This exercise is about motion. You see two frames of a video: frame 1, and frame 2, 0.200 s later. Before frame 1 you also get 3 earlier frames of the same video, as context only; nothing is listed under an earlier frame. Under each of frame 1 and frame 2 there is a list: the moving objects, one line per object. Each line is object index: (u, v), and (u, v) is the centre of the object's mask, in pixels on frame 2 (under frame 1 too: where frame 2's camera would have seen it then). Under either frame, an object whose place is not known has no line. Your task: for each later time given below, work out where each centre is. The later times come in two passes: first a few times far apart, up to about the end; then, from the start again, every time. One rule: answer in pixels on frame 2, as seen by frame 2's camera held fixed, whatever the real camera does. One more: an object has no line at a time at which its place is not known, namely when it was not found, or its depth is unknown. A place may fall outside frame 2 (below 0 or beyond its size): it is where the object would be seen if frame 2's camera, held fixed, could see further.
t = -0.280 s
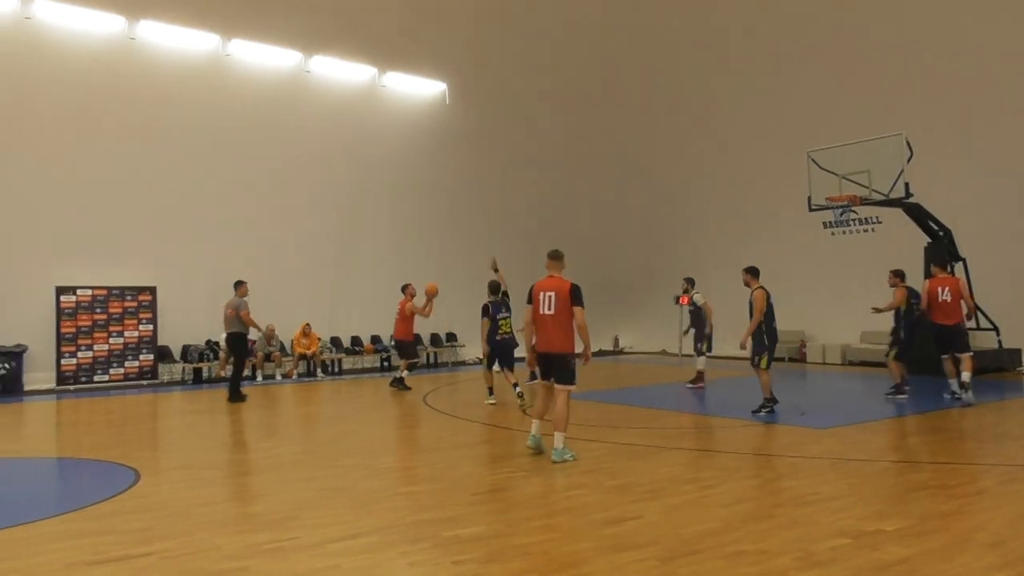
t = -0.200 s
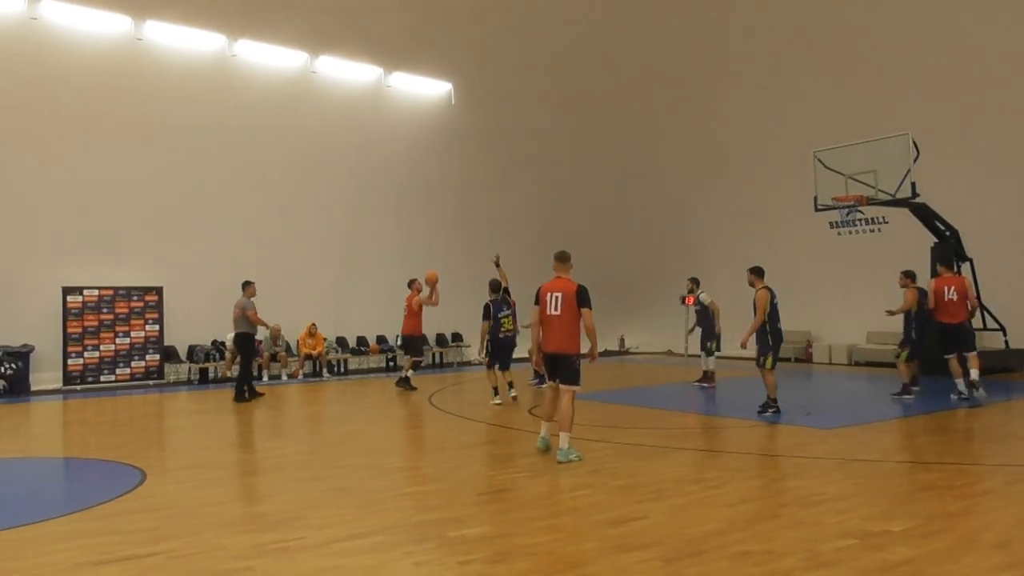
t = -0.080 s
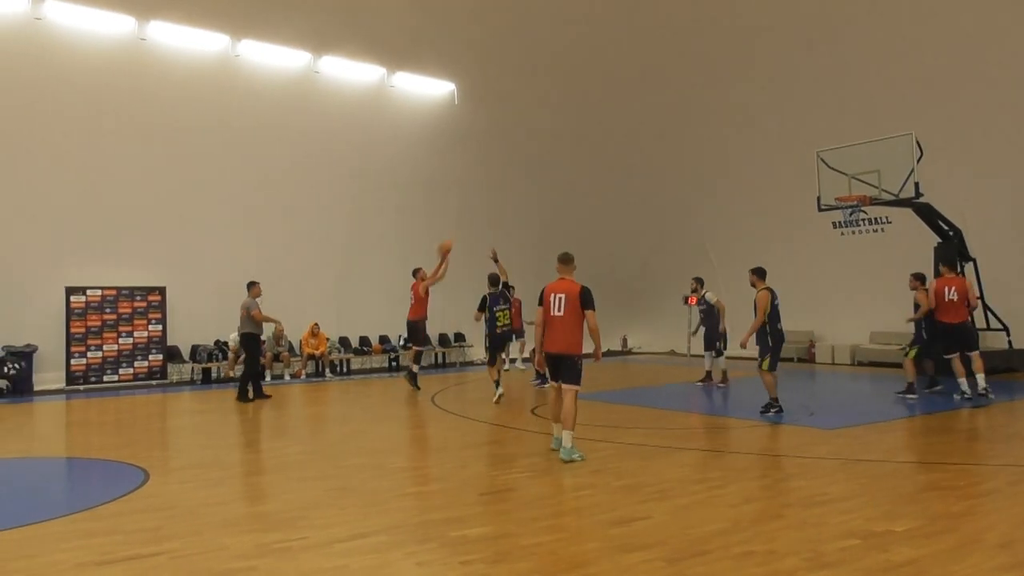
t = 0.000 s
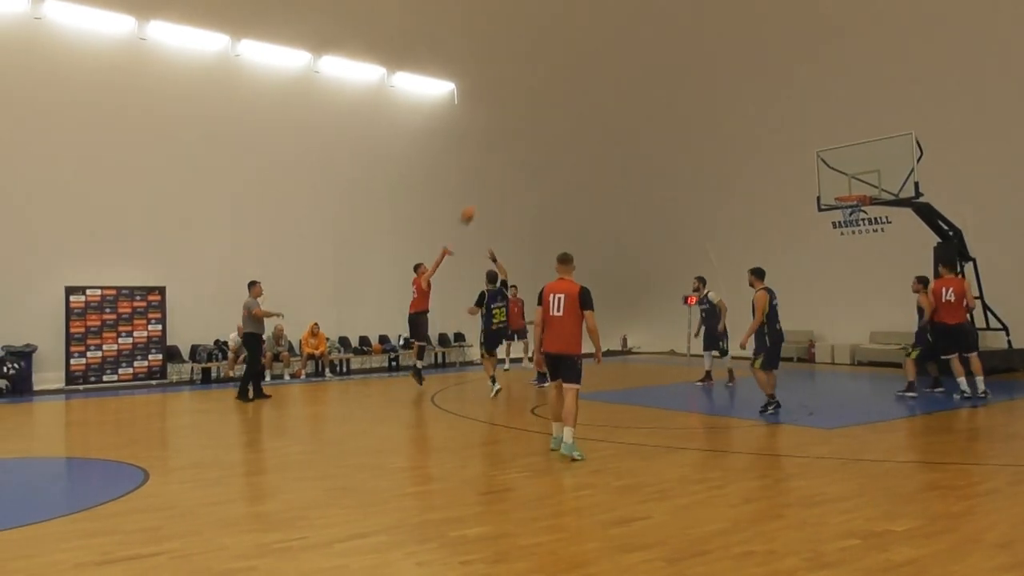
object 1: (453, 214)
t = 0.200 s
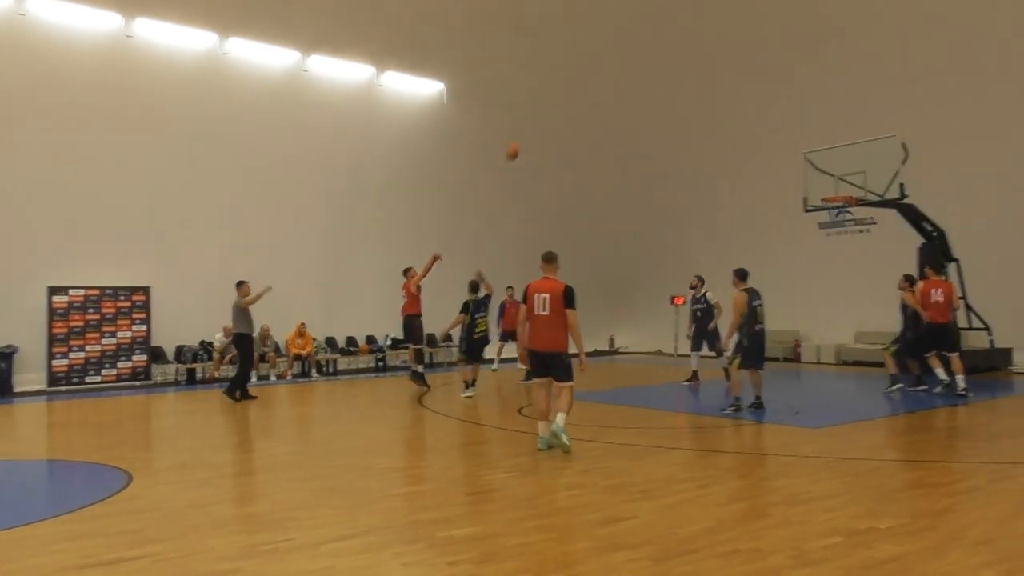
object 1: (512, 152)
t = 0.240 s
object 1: (524, 141)
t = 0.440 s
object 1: (575, 107)
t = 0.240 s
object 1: (524, 141)
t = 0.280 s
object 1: (535, 133)
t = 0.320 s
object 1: (545, 126)
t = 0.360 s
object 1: (556, 119)
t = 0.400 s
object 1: (565, 112)
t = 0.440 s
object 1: (575, 107)
